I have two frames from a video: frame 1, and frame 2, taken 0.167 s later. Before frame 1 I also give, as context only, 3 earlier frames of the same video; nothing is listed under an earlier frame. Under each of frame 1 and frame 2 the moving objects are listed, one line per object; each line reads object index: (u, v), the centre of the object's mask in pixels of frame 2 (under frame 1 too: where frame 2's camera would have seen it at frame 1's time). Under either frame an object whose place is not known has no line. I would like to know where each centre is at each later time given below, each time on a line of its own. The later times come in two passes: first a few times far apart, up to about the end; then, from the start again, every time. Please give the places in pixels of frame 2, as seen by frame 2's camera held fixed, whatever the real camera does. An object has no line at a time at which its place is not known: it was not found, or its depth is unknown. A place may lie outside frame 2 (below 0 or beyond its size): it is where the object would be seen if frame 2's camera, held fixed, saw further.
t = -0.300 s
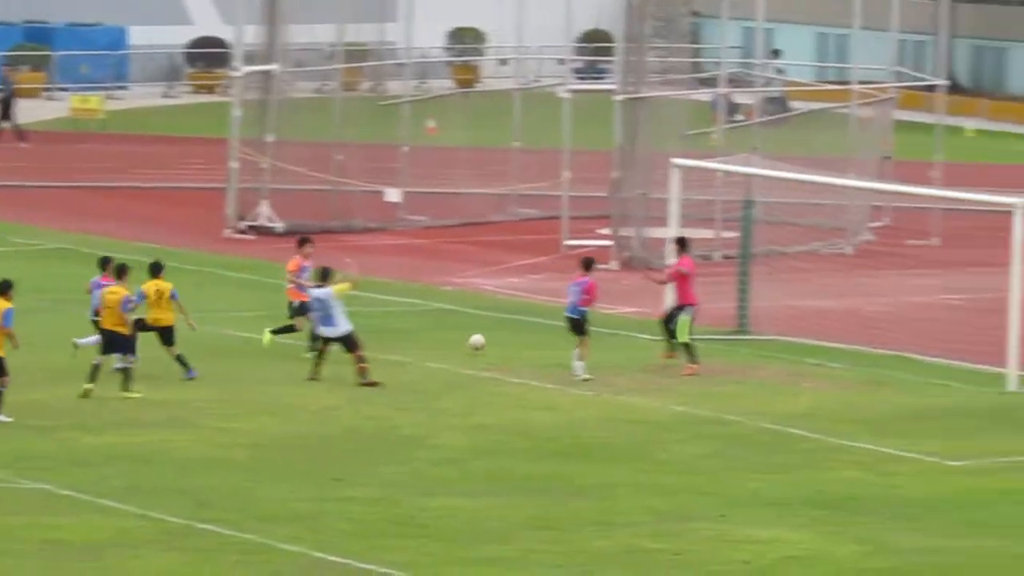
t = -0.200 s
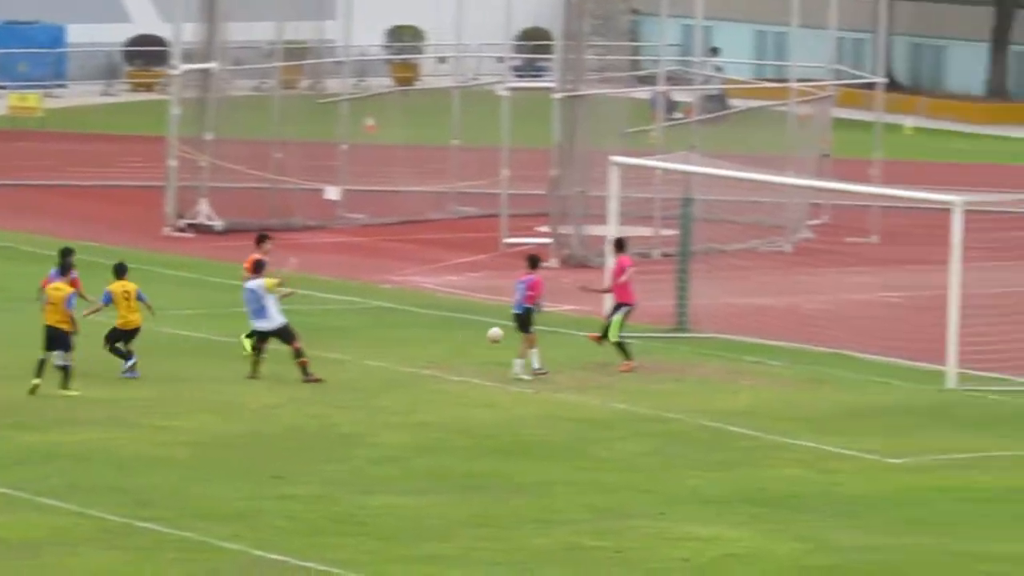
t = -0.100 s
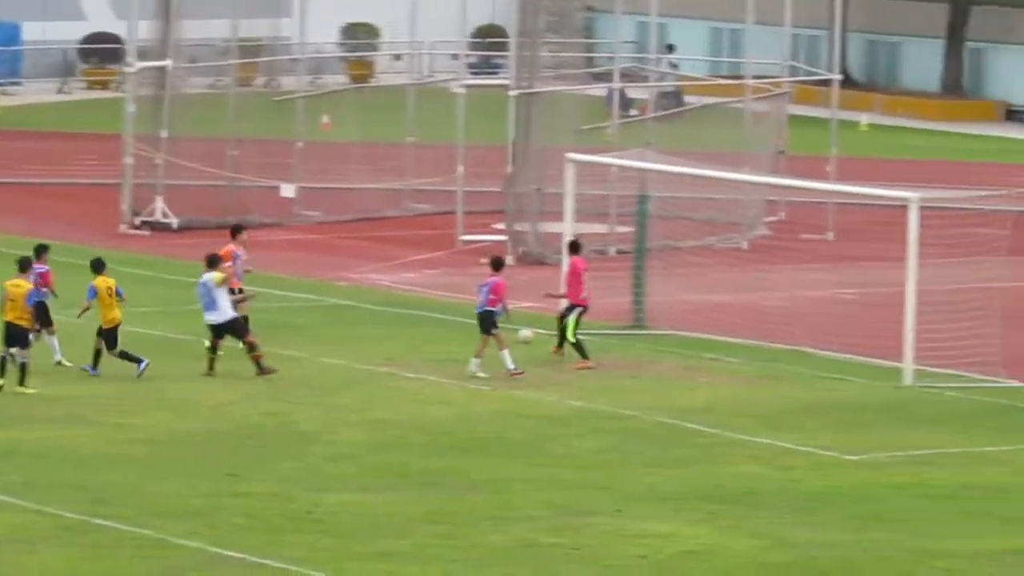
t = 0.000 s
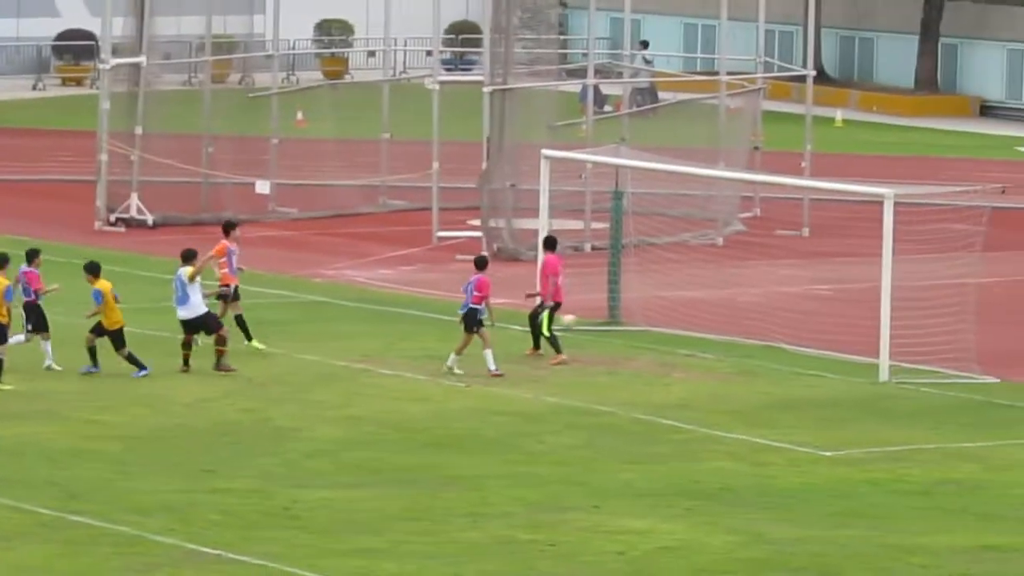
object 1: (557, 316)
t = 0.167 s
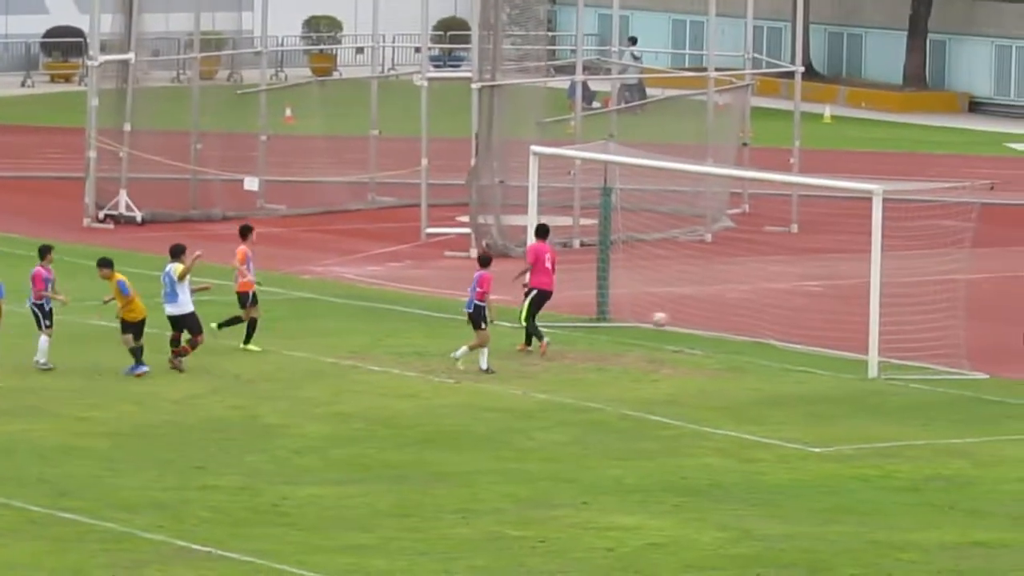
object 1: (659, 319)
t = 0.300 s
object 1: (710, 301)
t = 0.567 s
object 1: (711, 240)
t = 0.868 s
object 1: (697, 232)
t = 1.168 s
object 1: (676, 282)
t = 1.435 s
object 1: (666, 311)
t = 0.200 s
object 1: (676, 321)
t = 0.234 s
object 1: (691, 315)
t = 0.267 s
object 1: (703, 309)
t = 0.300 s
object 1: (710, 301)
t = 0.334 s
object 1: (715, 291)
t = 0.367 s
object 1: (716, 283)
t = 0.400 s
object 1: (716, 274)
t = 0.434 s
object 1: (716, 266)
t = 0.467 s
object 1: (715, 258)
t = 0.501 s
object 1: (713, 252)
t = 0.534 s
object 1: (712, 246)
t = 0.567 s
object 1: (711, 240)
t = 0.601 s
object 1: (710, 237)
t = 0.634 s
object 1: (709, 234)
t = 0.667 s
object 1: (708, 233)
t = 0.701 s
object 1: (706, 231)
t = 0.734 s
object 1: (704, 228)
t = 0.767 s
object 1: (703, 227)
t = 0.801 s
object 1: (701, 228)
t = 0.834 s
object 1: (699, 230)
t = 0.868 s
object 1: (697, 232)
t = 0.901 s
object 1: (695, 234)
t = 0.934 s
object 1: (693, 238)
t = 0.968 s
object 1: (690, 240)
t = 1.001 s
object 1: (688, 246)
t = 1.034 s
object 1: (685, 252)
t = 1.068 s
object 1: (683, 259)
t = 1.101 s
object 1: (681, 266)
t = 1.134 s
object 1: (678, 274)
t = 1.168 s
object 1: (676, 282)
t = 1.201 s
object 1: (673, 293)
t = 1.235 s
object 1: (671, 302)
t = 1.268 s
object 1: (669, 312)
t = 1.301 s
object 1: (666, 324)
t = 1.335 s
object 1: (665, 332)
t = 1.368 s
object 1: (665, 324)
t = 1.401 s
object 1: (666, 317)
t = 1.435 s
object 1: (666, 311)
